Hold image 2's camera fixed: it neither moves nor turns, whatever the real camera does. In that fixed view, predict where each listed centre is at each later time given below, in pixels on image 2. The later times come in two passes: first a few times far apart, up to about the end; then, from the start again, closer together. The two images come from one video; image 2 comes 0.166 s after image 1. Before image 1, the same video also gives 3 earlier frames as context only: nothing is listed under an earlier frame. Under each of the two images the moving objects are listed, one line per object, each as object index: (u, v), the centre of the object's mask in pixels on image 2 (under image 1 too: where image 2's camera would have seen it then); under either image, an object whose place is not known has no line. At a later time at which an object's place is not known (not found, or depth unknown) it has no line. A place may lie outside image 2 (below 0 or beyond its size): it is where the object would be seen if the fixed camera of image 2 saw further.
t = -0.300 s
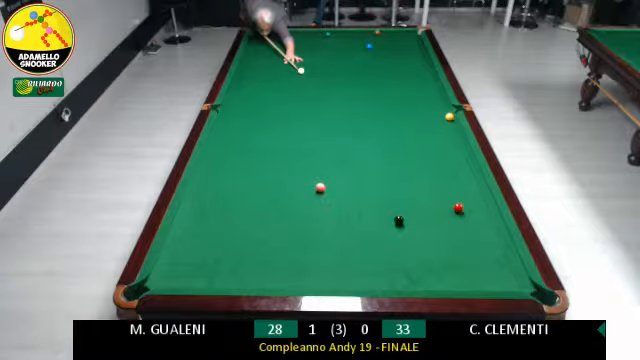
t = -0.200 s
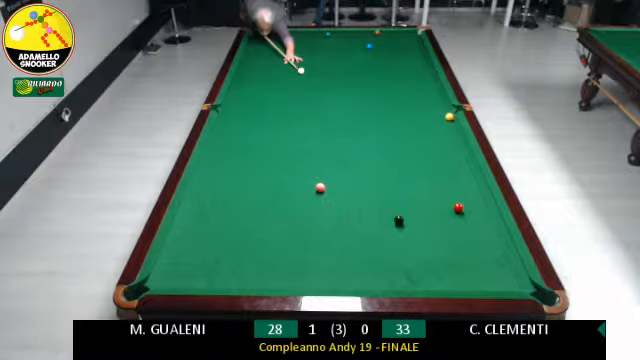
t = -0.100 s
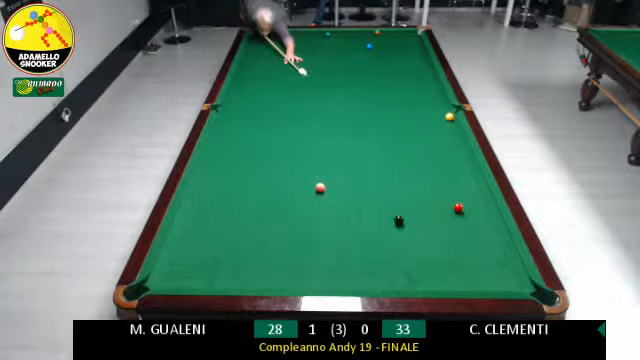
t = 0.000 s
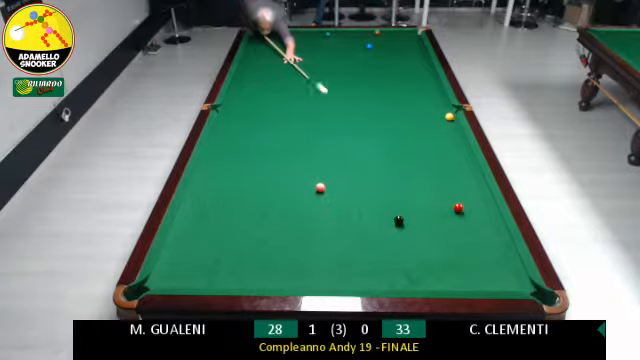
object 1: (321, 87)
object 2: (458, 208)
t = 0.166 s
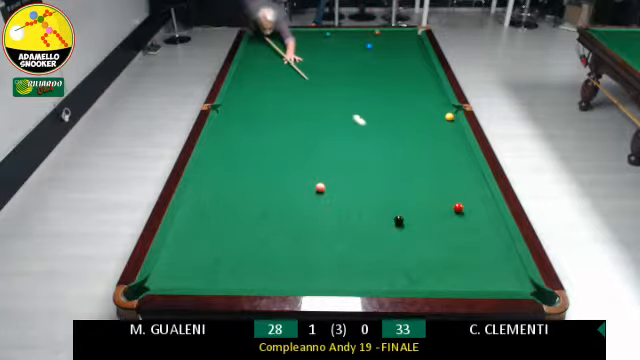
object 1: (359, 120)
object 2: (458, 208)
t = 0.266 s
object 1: (382, 140)
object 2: (458, 208)
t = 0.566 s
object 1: (456, 202)
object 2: (462, 214)
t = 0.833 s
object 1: (479, 204)
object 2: (503, 270)
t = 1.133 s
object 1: (485, 205)
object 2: (510, 265)
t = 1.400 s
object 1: (472, 204)
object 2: (482, 240)
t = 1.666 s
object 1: (461, 203)
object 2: (458, 220)
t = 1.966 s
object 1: (450, 202)
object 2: (436, 201)
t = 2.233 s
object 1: (442, 202)
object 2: (417, 185)
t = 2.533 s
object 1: (435, 201)
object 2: (400, 170)
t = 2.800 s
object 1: (430, 201)
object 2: (388, 159)
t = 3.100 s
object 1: (426, 201)
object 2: (374, 148)
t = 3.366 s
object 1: (423, 201)
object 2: (363, 137)
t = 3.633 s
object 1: (422, 201)
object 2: (355, 131)
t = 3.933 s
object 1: (422, 201)
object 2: (347, 124)
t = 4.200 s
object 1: (422, 201)
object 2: (340, 116)
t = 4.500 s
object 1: (422, 201)
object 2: (332, 110)
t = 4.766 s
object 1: (422, 201)
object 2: (327, 106)
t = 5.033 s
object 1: (422, 201)
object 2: (322, 102)
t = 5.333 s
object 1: (422, 201)
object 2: (317, 99)
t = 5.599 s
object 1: (422, 201)
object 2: (313, 94)
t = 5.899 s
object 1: (422, 201)
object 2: (310, 91)
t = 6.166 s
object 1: (422, 201)
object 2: (307, 89)
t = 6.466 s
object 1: (422, 201)
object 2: (304, 87)
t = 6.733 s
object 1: (422, 201)
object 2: (302, 86)
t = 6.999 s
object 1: (422, 201)
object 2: (301, 85)
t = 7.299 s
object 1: (422, 201)
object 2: (300, 84)
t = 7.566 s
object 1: (422, 201)
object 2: (299, 84)
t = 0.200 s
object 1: (366, 126)
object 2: (458, 208)
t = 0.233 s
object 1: (375, 133)
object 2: (458, 208)
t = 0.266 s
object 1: (382, 140)
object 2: (458, 208)
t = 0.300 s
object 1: (391, 147)
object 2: (458, 208)
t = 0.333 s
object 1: (399, 154)
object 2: (458, 208)
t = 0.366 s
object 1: (407, 161)
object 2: (458, 208)
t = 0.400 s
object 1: (416, 169)
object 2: (458, 208)
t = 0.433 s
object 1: (425, 176)
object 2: (458, 208)
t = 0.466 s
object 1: (433, 184)
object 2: (458, 208)
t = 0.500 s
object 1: (441, 191)
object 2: (458, 208)
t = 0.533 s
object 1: (450, 198)
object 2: (458, 208)
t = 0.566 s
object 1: (456, 202)
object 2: (462, 214)
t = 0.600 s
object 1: (459, 202)
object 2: (468, 221)
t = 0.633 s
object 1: (462, 202)
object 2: (473, 228)
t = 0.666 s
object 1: (465, 202)
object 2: (478, 235)
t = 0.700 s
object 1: (468, 203)
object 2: (484, 243)
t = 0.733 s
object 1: (471, 203)
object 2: (488, 250)
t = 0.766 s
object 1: (474, 204)
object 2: (494, 257)
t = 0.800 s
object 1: (477, 204)
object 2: (498, 263)
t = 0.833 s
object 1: (479, 204)
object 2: (503, 270)
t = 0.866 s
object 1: (482, 204)
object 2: (507, 278)
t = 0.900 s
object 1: (485, 204)
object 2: (513, 283)
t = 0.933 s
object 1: (488, 205)
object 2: (516, 285)
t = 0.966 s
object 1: (491, 205)
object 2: (519, 282)
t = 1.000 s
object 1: (491, 205)
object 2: (521, 278)
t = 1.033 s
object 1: (490, 205)
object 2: (522, 275)
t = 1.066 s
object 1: (488, 205)
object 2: (518, 271)
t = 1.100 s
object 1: (486, 205)
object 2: (513, 267)
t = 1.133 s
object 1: (485, 205)
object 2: (510, 265)
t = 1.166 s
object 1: (483, 205)
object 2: (506, 261)
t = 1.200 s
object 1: (481, 205)
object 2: (503, 259)
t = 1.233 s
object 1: (480, 204)
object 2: (500, 256)
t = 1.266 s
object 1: (478, 204)
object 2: (496, 252)
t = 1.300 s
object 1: (477, 204)
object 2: (492, 249)
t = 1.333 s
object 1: (475, 204)
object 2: (489, 246)
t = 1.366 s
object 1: (474, 204)
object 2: (486, 244)
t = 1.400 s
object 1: (472, 204)
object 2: (482, 240)
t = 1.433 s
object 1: (471, 204)
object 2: (479, 238)
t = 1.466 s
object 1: (469, 204)
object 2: (476, 235)
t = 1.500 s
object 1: (468, 204)
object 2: (473, 232)
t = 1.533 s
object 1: (466, 203)
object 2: (470, 230)
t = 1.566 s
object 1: (465, 203)
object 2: (467, 228)
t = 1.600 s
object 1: (463, 203)
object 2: (464, 225)
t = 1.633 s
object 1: (462, 203)
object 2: (460, 222)
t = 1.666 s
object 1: (461, 203)
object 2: (458, 220)
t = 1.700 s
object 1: (459, 203)
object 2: (455, 217)
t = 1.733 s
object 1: (458, 203)
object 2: (453, 215)
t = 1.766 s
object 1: (457, 203)
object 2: (451, 213)
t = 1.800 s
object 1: (456, 203)
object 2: (447, 211)
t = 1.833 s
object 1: (454, 202)
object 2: (444, 209)
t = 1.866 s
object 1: (454, 202)
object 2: (442, 207)
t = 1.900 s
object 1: (452, 202)
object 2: (440, 205)
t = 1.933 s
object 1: (451, 202)
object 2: (438, 203)
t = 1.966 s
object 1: (450, 202)
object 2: (436, 201)
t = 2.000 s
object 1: (449, 202)
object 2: (433, 199)
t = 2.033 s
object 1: (448, 202)
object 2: (431, 197)
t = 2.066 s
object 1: (447, 202)
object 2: (428, 194)
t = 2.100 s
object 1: (446, 201)
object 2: (425, 192)
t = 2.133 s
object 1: (444, 201)
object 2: (424, 191)
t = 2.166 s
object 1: (444, 202)
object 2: (422, 188)
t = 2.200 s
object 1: (443, 202)
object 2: (420, 187)
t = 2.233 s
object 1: (442, 202)
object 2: (417, 185)
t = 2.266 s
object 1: (441, 201)
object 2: (415, 183)
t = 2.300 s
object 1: (440, 201)
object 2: (413, 181)
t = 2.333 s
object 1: (439, 201)
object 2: (411, 180)
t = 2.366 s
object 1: (439, 202)
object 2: (409, 178)
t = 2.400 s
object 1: (438, 201)
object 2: (408, 177)
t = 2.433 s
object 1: (437, 201)
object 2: (406, 175)
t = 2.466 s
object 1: (437, 201)
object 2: (404, 173)
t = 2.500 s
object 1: (436, 201)
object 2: (402, 172)
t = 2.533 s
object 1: (435, 201)
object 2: (400, 170)
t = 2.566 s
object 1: (434, 201)
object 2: (399, 169)
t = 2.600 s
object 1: (433, 201)
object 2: (397, 167)
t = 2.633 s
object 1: (433, 201)
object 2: (395, 166)
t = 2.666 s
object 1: (432, 201)
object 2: (393, 164)
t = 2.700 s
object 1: (431, 201)
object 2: (392, 163)
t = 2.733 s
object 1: (431, 201)
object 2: (390, 161)
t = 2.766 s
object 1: (430, 201)
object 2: (389, 160)
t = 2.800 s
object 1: (430, 201)
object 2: (388, 159)
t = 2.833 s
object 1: (429, 201)
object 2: (386, 158)
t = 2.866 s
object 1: (429, 201)
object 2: (386, 157)
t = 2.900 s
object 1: (428, 201)
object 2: (383, 155)
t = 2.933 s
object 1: (428, 201)
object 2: (381, 154)
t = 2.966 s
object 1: (427, 201)
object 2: (380, 152)
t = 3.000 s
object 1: (427, 201)
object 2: (379, 151)
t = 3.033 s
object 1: (426, 200)
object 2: (377, 150)
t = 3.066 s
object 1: (426, 201)
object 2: (376, 149)
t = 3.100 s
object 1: (426, 201)
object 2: (374, 148)
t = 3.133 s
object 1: (425, 201)
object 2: (373, 146)
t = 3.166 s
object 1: (425, 201)
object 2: (372, 145)
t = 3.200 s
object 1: (424, 201)
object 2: (371, 144)
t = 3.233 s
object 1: (424, 201)
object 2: (369, 143)
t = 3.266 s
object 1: (424, 201)
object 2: (368, 142)
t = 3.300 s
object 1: (423, 201)
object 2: (367, 141)
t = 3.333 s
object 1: (423, 201)
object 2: (365, 140)
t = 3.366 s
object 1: (423, 201)
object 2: (363, 137)
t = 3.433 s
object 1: (423, 201)
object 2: (362, 136)
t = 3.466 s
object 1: (423, 201)
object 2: (361, 135)
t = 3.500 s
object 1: (423, 201)
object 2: (360, 134)
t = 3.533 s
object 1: (422, 201)
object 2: (359, 134)
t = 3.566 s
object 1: (422, 201)
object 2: (357, 132)
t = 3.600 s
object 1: (422, 201)
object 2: (356, 132)
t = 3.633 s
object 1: (422, 201)
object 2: (355, 131)
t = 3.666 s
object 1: (422, 201)
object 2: (354, 130)
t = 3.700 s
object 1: (422, 201)
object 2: (354, 130)
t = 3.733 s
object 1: (422, 201)
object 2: (352, 128)
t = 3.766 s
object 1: (422, 201)
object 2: (351, 128)
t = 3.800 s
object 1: (422, 201)
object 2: (350, 127)
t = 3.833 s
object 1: (422, 201)
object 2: (349, 125)
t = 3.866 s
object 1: (422, 201)
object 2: (348, 125)
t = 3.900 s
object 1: (422, 201)
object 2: (347, 124)
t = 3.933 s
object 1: (422, 201)
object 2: (347, 124)
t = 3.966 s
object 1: (422, 201)
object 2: (345, 123)
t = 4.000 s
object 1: (422, 201)
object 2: (344, 121)
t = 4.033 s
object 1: (422, 201)
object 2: (344, 121)
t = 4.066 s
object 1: (422, 201)
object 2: (343, 120)
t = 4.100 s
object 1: (422, 201)
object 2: (342, 119)
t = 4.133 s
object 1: (422, 201)
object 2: (341, 118)
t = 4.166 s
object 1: (422, 201)
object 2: (340, 117)
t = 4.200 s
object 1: (422, 201)
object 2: (340, 116)
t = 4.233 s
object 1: (422, 201)
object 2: (338, 116)
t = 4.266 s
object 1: (422, 201)
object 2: (338, 115)
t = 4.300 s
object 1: (422, 201)
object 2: (337, 115)
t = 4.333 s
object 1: (422, 201)
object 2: (336, 115)
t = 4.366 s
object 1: (422, 201)
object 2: (336, 114)
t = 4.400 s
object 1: (422, 201)
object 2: (335, 113)
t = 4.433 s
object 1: (422, 201)
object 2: (334, 113)
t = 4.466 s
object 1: (422, 201)
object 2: (333, 112)
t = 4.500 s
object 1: (422, 201)
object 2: (332, 110)
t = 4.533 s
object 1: (422, 201)
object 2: (332, 110)
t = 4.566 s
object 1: (422, 201)
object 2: (331, 110)
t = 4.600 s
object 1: (422, 201)
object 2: (330, 109)
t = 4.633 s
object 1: (422, 201)
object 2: (330, 108)
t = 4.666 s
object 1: (422, 201)
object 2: (329, 108)
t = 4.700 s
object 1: (422, 201)
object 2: (328, 107)
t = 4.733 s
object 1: (422, 201)
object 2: (328, 107)
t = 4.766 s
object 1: (422, 201)
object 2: (327, 106)
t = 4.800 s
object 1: (422, 201)
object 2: (326, 105)
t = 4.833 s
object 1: (422, 201)
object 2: (326, 105)
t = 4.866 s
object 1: (422, 201)
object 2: (325, 104)
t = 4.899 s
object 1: (422, 201)
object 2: (324, 104)
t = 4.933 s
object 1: (422, 201)
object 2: (324, 104)
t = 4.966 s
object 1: (422, 201)
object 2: (323, 102)
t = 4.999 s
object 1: (422, 201)
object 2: (322, 102)
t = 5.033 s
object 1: (422, 201)
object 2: (322, 102)
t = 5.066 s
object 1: (422, 201)
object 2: (321, 101)
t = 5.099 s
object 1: (422, 201)
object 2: (321, 101)
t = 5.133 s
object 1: (422, 201)
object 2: (320, 101)
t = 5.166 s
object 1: (422, 201)
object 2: (319, 100)
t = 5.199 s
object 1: (422, 201)
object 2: (319, 100)
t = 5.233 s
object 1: (422, 201)
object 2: (318, 99)
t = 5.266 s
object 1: (422, 201)
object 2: (318, 99)
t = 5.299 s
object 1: (422, 201)
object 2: (317, 99)
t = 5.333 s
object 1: (422, 201)
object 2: (317, 99)
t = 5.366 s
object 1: (422, 201)
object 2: (316, 98)
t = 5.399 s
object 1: (422, 201)
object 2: (316, 98)
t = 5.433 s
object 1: (422, 201)
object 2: (315, 96)
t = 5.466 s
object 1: (422, 201)
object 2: (315, 95)
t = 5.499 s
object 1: (422, 201)
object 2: (314, 95)
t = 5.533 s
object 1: (422, 201)
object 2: (314, 95)
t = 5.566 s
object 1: (422, 201)
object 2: (313, 95)
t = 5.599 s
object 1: (422, 201)
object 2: (313, 94)
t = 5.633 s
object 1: (422, 201)
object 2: (313, 94)
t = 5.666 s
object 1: (422, 201)
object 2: (312, 93)
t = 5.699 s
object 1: (422, 201)
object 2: (312, 93)
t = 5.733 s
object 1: (422, 201)
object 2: (311, 93)
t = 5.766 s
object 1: (422, 201)
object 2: (311, 92)
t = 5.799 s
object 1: (422, 201)
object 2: (311, 92)
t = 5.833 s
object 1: (422, 201)
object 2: (310, 92)
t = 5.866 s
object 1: (422, 201)
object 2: (310, 92)
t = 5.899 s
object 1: (422, 201)
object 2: (310, 91)
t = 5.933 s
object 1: (422, 201)
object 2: (310, 91)
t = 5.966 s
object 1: (422, 201)
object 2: (309, 91)
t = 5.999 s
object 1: (422, 201)
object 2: (309, 91)
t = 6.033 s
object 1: (422, 201)
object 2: (308, 91)
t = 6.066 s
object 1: (422, 201)
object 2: (308, 90)
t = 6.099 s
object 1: (422, 201)
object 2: (308, 90)
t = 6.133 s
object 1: (422, 201)
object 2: (307, 90)
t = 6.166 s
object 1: (422, 201)
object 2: (307, 89)
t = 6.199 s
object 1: (422, 201)
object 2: (307, 89)
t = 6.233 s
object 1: (422, 201)
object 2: (306, 88)
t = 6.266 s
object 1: (422, 201)
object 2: (306, 88)
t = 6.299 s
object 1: (422, 201)
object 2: (306, 88)
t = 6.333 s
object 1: (422, 201)
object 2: (306, 88)
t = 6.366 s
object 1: (422, 201)
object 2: (305, 88)
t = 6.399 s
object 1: (422, 201)
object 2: (305, 88)
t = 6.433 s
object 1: (422, 201)
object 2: (305, 88)
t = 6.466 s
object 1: (422, 201)
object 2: (304, 87)
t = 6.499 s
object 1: (422, 201)
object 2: (304, 87)
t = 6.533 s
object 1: (422, 201)
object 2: (304, 87)
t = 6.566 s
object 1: (422, 201)
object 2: (304, 87)
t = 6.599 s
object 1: (422, 201)
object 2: (303, 86)
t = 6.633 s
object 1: (422, 201)
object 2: (303, 86)
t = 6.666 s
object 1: (422, 201)
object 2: (303, 86)
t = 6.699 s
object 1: (422, 201)
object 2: (303, 86)
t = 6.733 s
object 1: (422, 201)
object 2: (302, 86)
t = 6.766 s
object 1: (422, 201)
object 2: (302, 86)
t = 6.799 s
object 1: (422, 201)
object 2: (302, 86)
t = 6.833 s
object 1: (422, 201)
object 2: (302, 85)
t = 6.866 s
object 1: (422, 201)
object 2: (302, 85)
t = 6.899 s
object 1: (422, 201)
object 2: (301, 85)
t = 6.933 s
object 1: (422, 201)
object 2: (301, 85)
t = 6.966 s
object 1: (422, 201)
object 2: (301, 85)
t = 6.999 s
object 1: (422, 201)
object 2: (301, 85)
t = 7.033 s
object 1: (422, 201)
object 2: (301, 85)
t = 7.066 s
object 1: (422, 201)
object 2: (301, 85)
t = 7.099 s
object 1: (422, 201)
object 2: (301, 85)
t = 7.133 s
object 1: (422, 201)
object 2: (301, 85)
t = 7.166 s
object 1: (422, 201)
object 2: (300, 84)
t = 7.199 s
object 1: (422, 201)
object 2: (300, 84)
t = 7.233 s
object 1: (422, 201)
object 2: (300, 84)
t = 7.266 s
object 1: (422, 201)
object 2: (300, 84)
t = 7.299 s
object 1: (422, 201)
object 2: (300, 84)
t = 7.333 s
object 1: (422, 201)
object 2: (300, 84)
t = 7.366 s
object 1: (422, 201)
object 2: (300, 84)
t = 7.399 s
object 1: (423, 201)
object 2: (300, 84)
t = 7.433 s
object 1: (422, 201)
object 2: (300, 84)
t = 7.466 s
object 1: (422, 201)
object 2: (300, 84)
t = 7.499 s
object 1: (422, 201)
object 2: (300, 84)
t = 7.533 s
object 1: (422, 201)
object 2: (299, 84)
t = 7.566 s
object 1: (422, 201)
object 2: (299, 84)
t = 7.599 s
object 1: (422, 201)
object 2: (299, 84)
